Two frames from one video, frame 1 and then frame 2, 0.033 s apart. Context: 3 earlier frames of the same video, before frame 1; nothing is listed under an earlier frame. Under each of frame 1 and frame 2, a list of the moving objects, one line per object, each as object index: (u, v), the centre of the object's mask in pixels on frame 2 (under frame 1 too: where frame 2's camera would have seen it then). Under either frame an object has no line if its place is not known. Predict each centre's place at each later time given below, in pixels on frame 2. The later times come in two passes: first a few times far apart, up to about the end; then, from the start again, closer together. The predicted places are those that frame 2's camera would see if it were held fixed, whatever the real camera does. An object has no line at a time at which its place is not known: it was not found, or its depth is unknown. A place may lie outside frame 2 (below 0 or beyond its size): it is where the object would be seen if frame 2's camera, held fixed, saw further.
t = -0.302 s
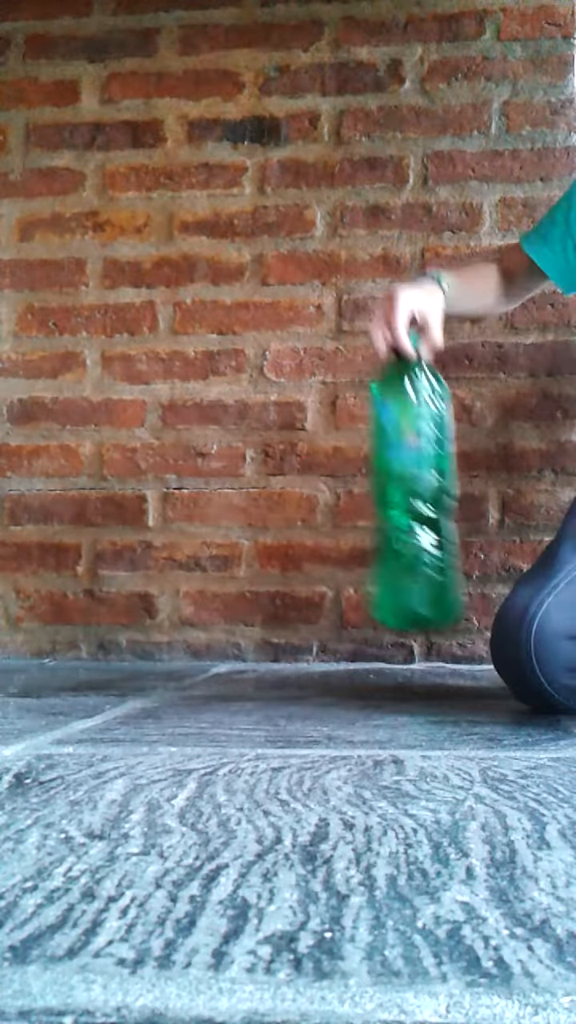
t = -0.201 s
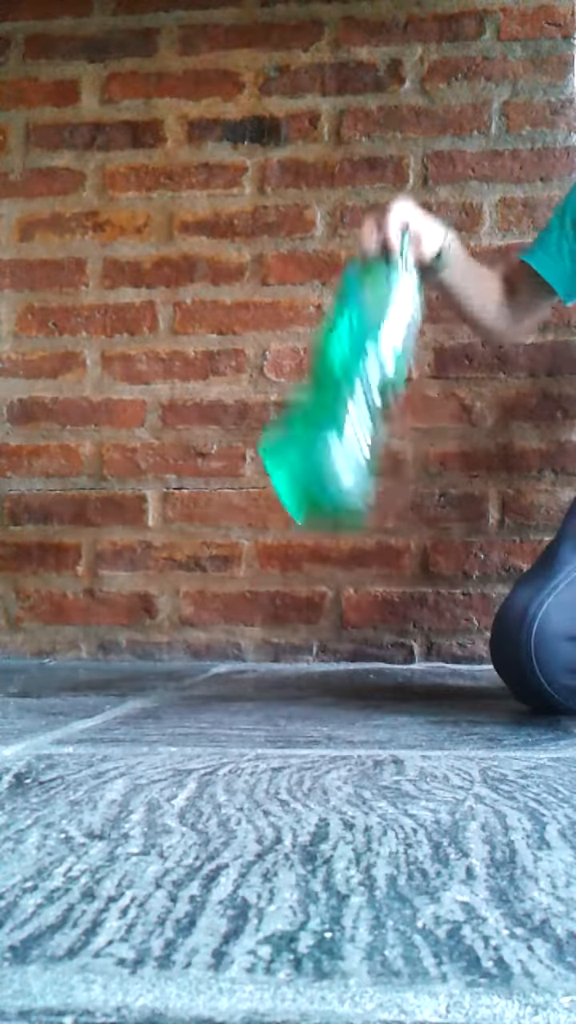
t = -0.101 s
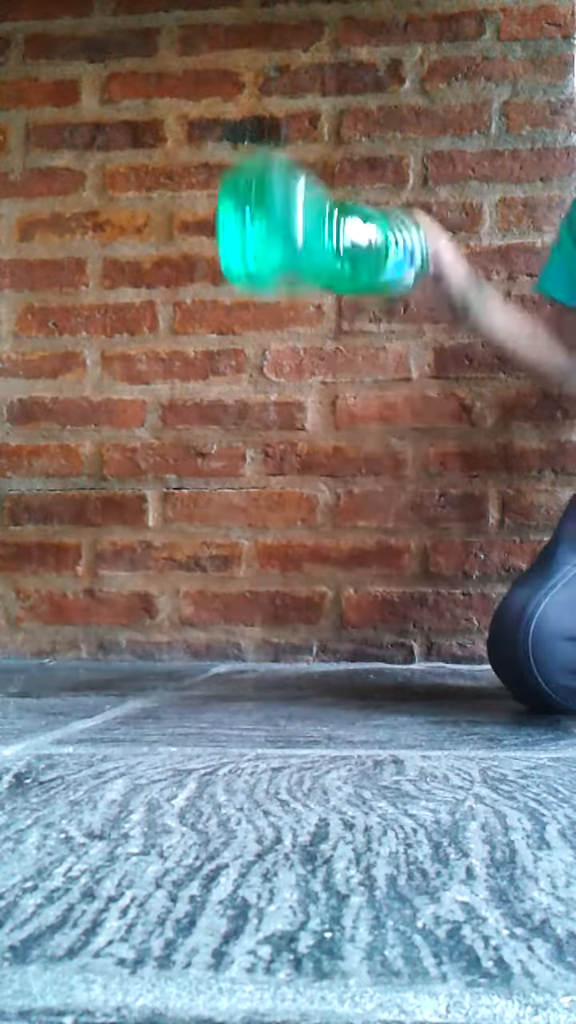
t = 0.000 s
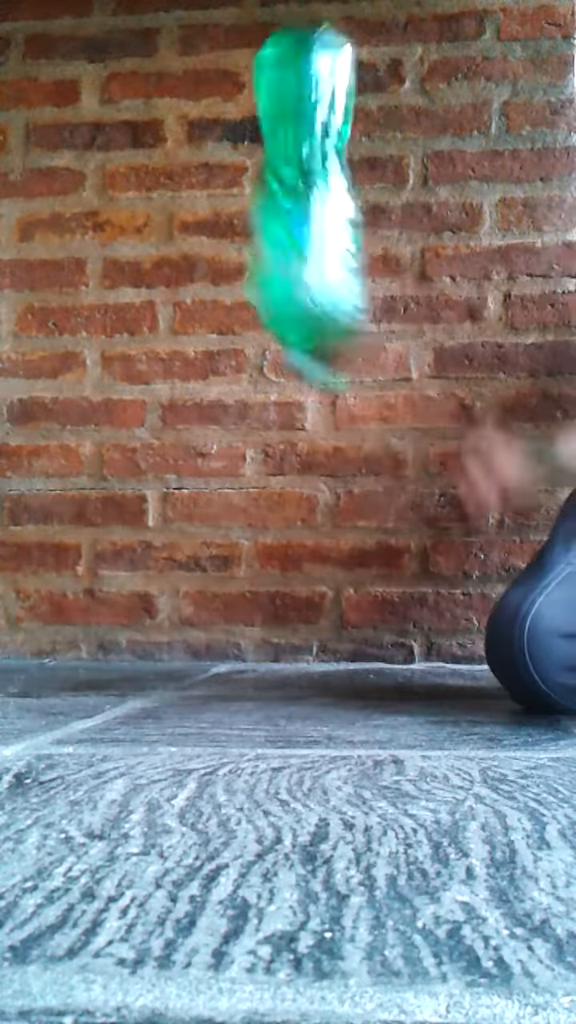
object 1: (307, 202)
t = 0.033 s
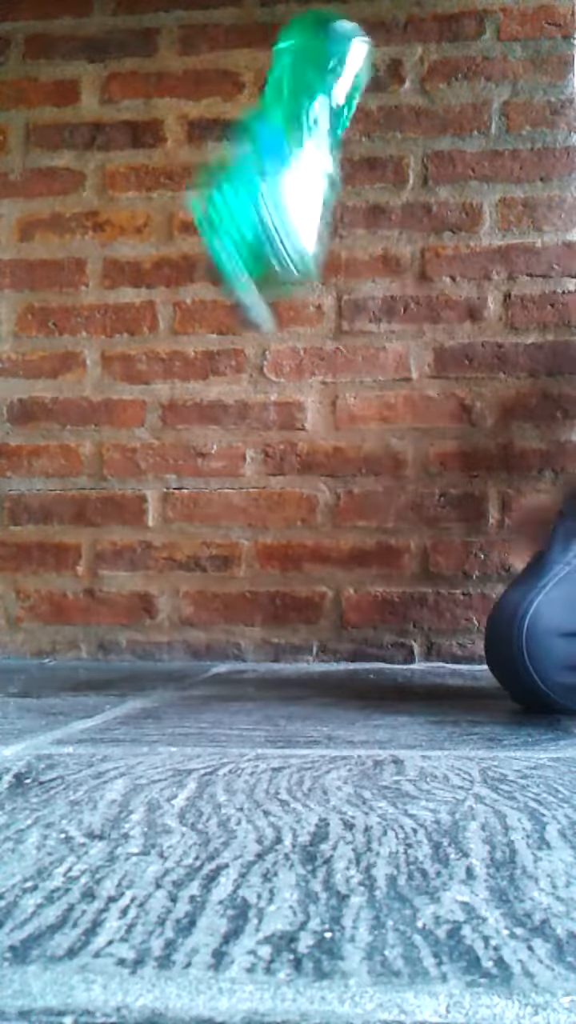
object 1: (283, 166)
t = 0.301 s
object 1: (369, 269)
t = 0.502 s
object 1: (423, 563)
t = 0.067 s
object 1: (269, 107)
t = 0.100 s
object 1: (279, 70)
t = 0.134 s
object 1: (308, 78)
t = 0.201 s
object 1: (336, 123)
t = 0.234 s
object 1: (344, 152)
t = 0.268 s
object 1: (355, 197)
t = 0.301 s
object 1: (369, 269)
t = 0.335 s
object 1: (380, 352)
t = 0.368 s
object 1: (391, 449)
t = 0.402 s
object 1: (404, 543)
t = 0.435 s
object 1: (415, 557)
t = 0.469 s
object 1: (419, 559)
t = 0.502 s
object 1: (423, 563)
